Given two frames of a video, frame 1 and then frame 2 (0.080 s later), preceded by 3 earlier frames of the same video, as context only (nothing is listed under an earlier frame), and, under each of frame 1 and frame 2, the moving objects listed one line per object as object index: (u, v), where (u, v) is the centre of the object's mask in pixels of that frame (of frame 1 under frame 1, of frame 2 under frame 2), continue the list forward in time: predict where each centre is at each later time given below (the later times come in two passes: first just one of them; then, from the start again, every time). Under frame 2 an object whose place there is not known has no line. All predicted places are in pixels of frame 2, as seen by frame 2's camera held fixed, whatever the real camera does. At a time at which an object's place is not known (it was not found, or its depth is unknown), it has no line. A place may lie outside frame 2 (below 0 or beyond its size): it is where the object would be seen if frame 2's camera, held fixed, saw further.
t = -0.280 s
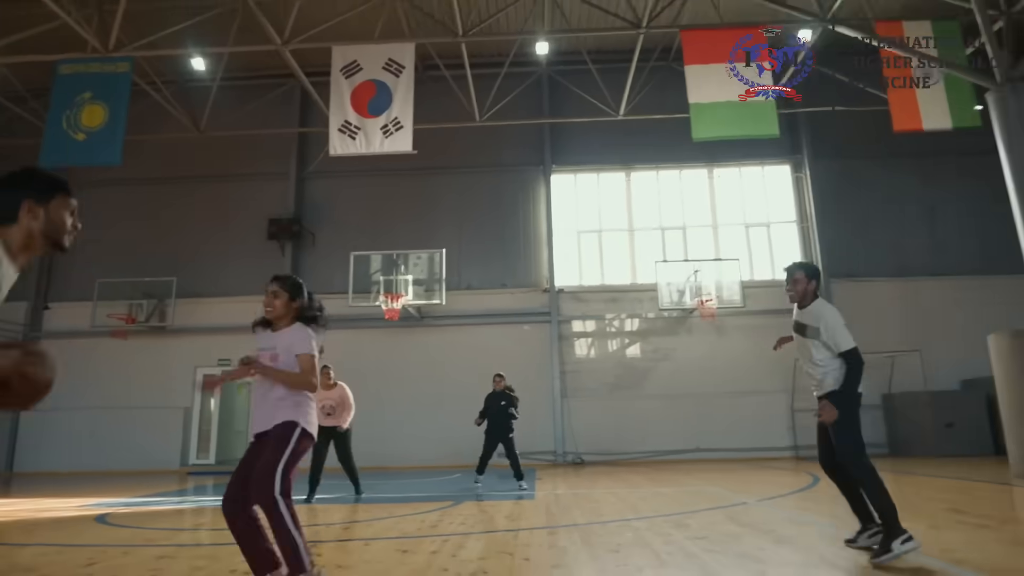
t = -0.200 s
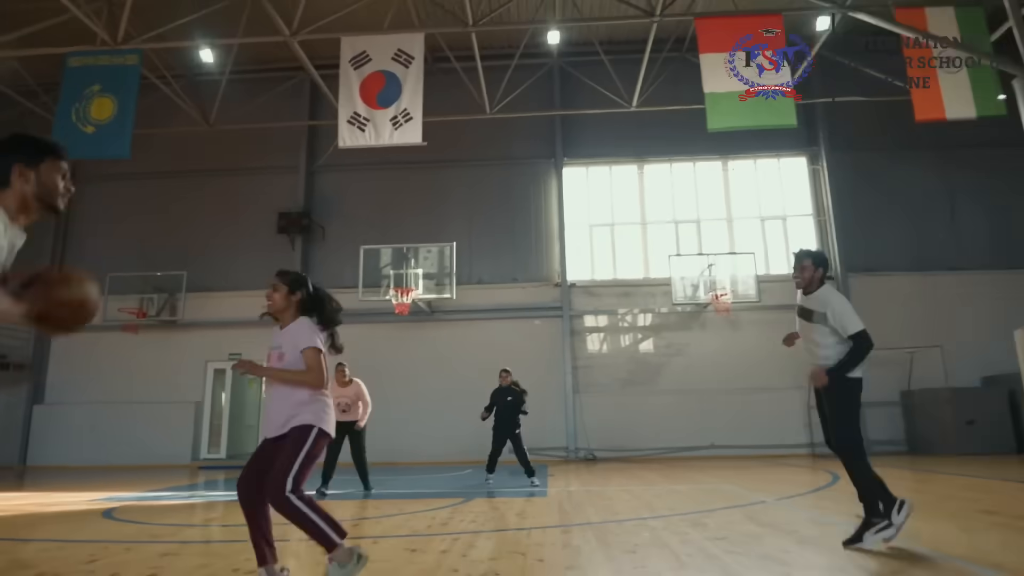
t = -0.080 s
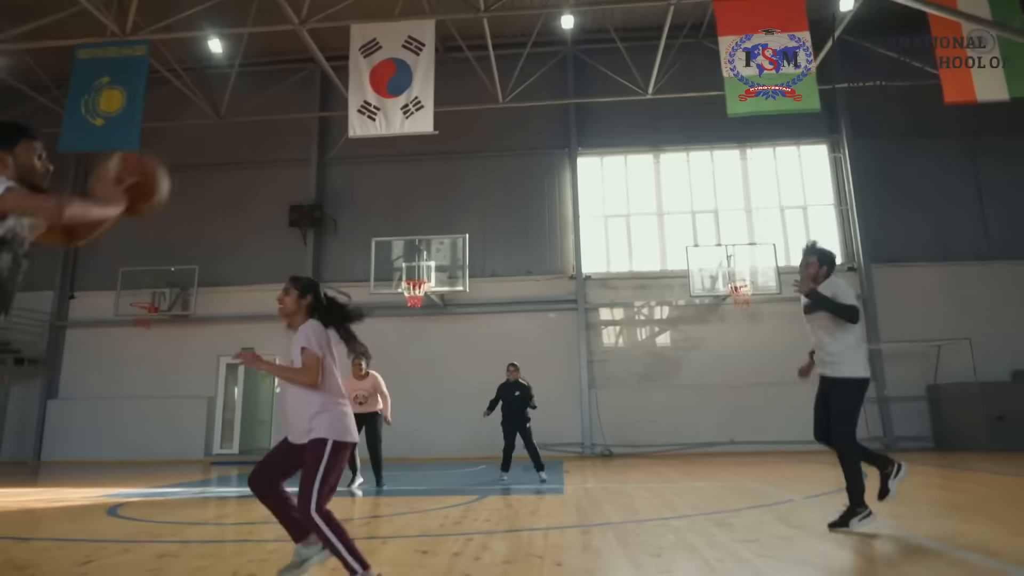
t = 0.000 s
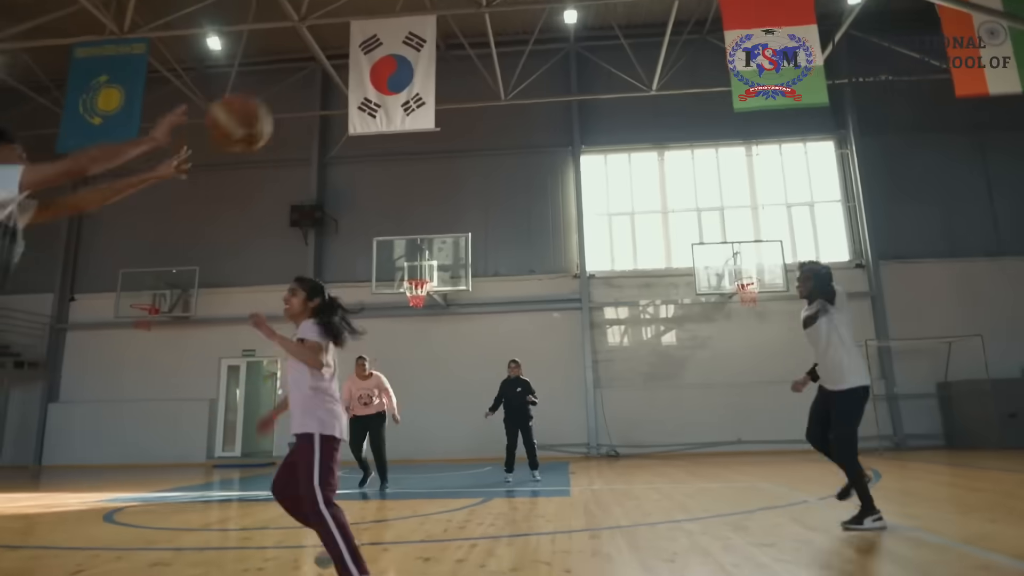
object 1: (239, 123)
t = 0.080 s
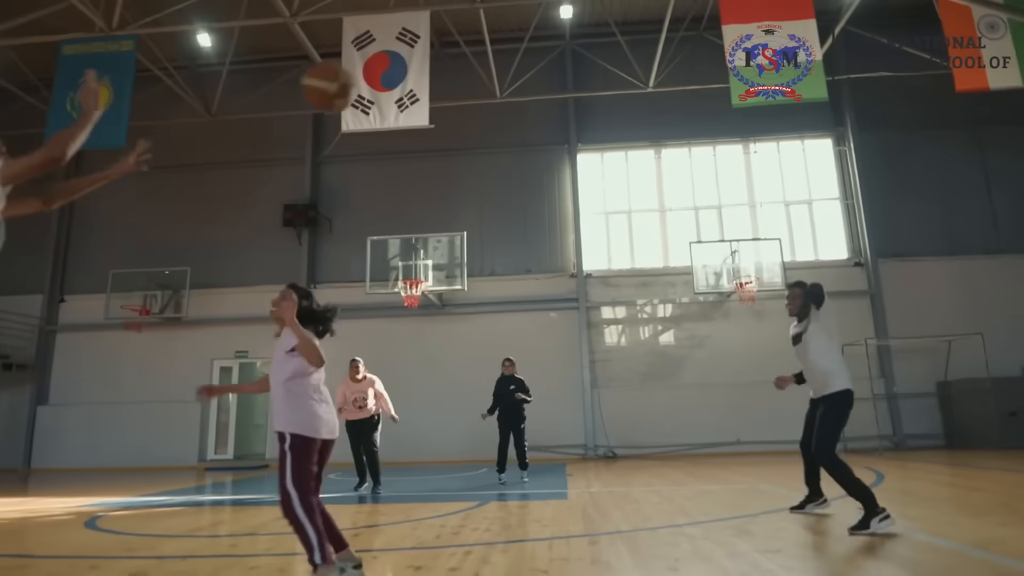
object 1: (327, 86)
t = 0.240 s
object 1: (465, 74)
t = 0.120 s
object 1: (369, 79)
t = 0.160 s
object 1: (405, 75)
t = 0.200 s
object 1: (437, 72)
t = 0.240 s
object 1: (465, 74)
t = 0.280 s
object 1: (491, 78)
